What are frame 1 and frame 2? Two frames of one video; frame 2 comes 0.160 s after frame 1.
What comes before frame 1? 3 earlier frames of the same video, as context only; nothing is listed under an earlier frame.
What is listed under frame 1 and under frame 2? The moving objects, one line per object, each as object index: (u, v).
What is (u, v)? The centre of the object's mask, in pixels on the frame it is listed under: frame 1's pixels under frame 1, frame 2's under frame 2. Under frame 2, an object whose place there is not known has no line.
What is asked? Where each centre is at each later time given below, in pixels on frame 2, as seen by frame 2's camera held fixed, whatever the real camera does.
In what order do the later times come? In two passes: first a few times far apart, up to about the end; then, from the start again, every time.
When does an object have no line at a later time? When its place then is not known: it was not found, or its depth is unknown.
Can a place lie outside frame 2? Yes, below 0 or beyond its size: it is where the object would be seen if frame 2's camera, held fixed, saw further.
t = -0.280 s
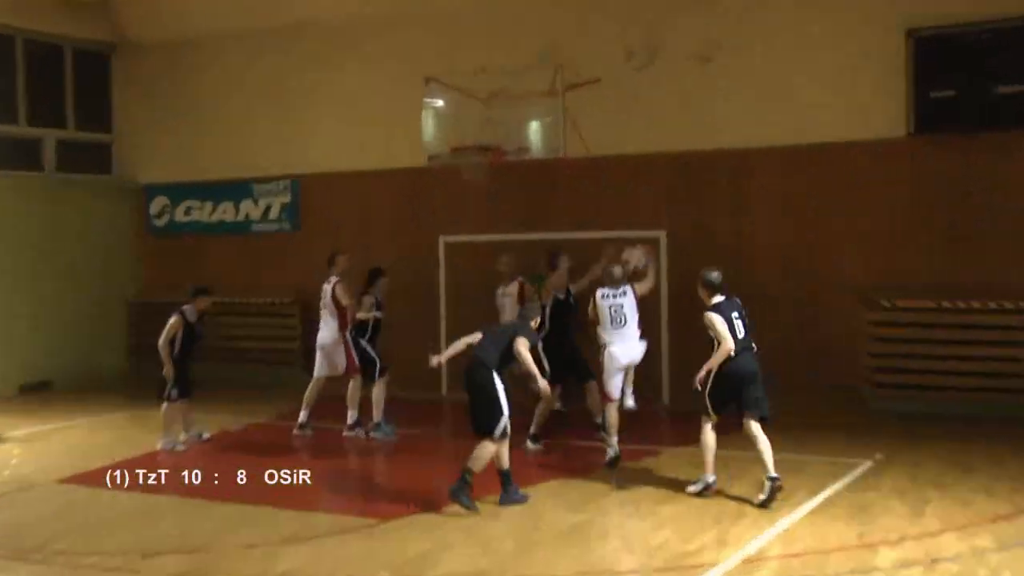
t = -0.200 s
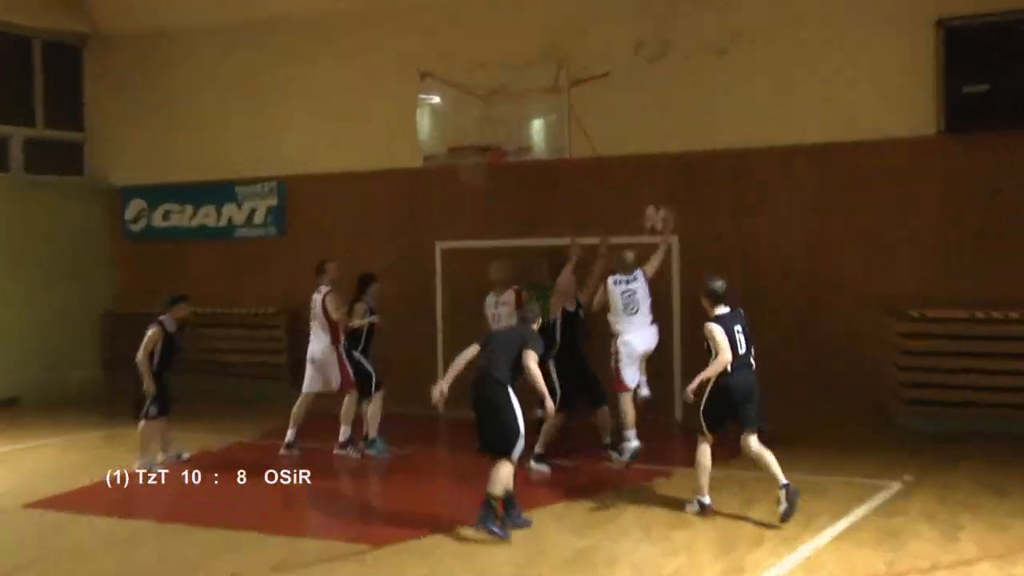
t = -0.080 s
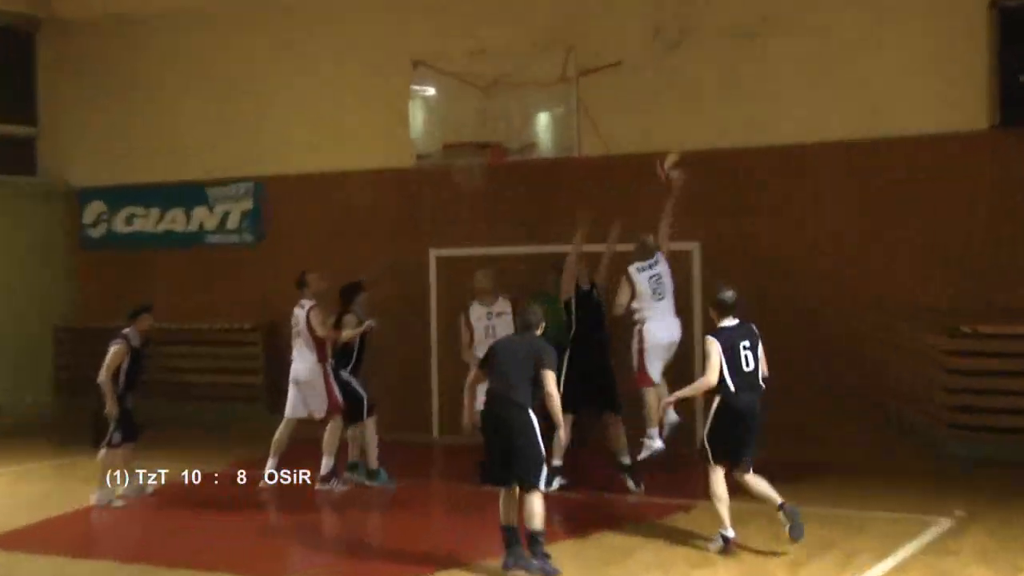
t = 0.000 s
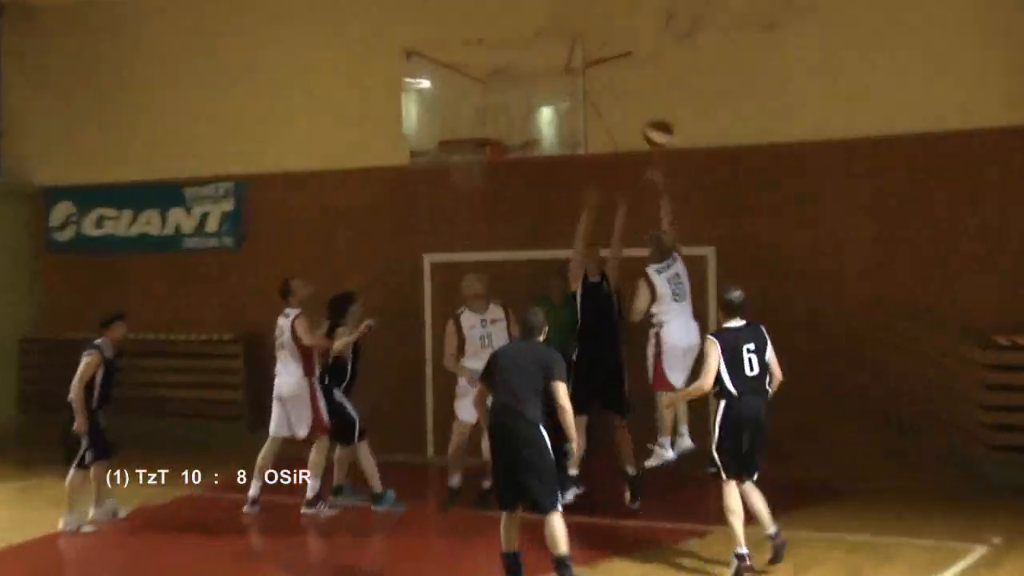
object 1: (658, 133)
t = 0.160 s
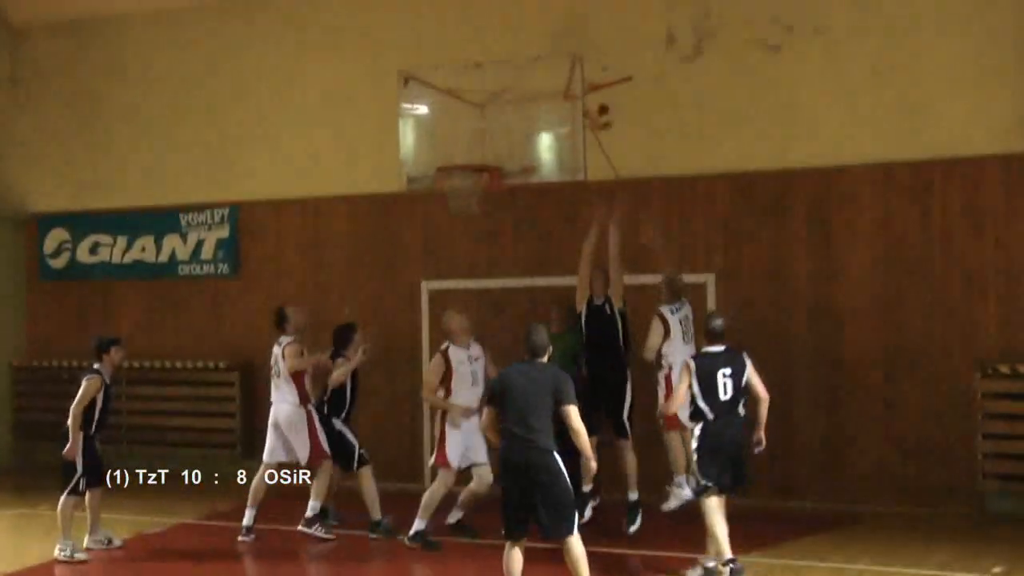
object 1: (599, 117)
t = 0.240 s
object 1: (571, 110)
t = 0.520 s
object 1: (479, 135)
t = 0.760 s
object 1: (480, 142)
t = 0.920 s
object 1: (519, 150)
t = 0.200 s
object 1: (584, 110)
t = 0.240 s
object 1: (571, 110)
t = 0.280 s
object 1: (561, 106)
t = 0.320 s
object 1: (548, 110)
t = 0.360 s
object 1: (534, 112)
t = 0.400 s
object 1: (522, 116)
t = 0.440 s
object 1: (508, 121)
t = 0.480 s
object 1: (492, 125)
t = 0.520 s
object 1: (479, 135)
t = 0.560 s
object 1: (463, 143)
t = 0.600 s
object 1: (448, 154)
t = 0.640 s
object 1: (453, 152)
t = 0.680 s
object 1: (461, 147)
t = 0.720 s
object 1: (471, 143)
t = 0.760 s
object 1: (480, 142)
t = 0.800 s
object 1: (489, 141)
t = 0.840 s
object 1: (498, 142)
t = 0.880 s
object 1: (509, 145)
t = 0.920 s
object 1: (519, 150)
